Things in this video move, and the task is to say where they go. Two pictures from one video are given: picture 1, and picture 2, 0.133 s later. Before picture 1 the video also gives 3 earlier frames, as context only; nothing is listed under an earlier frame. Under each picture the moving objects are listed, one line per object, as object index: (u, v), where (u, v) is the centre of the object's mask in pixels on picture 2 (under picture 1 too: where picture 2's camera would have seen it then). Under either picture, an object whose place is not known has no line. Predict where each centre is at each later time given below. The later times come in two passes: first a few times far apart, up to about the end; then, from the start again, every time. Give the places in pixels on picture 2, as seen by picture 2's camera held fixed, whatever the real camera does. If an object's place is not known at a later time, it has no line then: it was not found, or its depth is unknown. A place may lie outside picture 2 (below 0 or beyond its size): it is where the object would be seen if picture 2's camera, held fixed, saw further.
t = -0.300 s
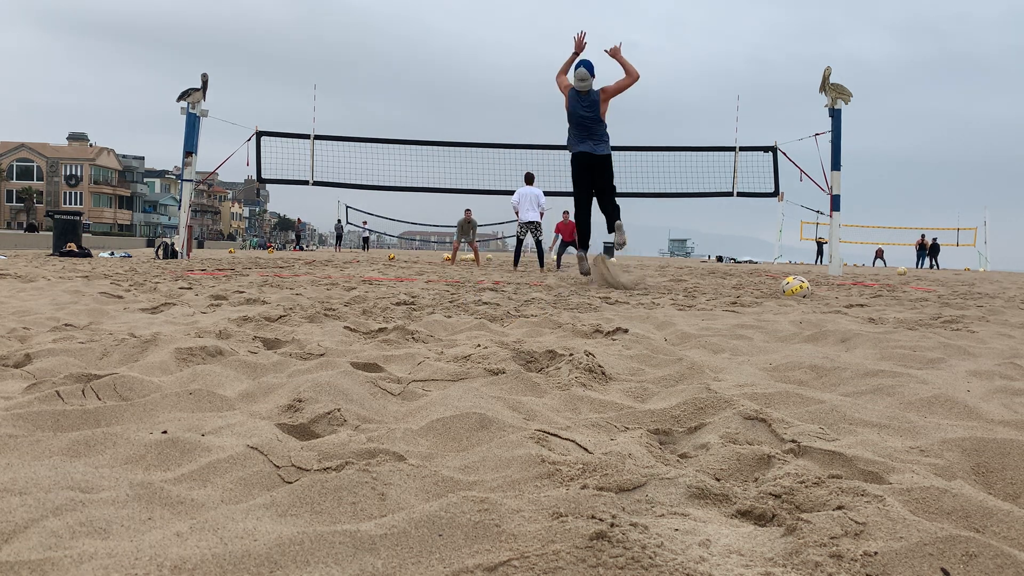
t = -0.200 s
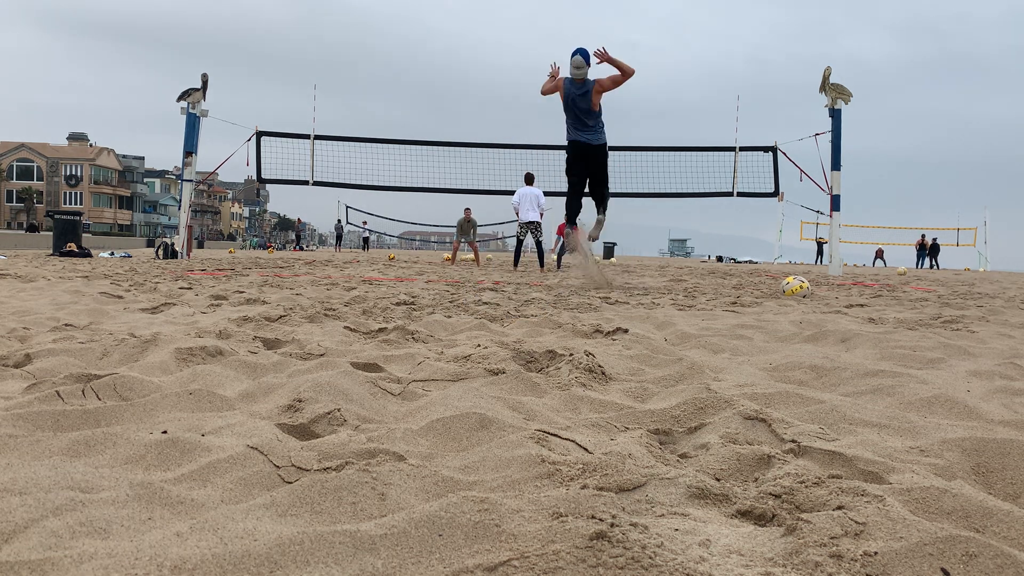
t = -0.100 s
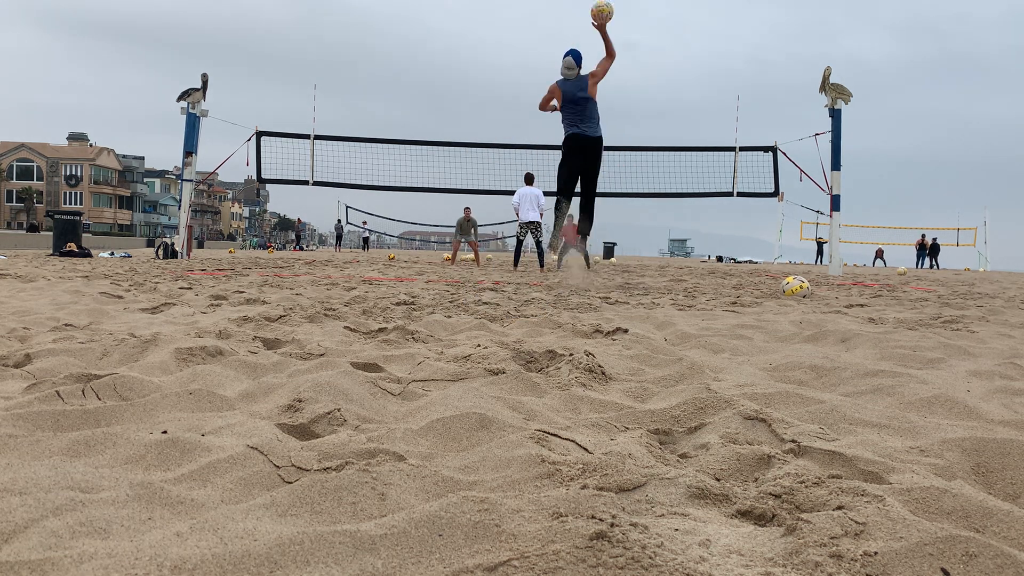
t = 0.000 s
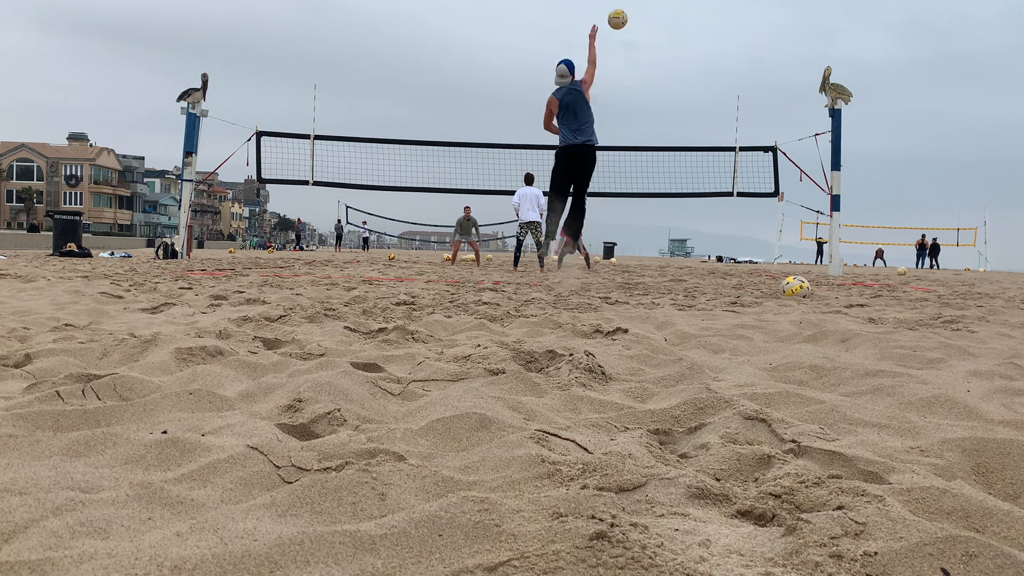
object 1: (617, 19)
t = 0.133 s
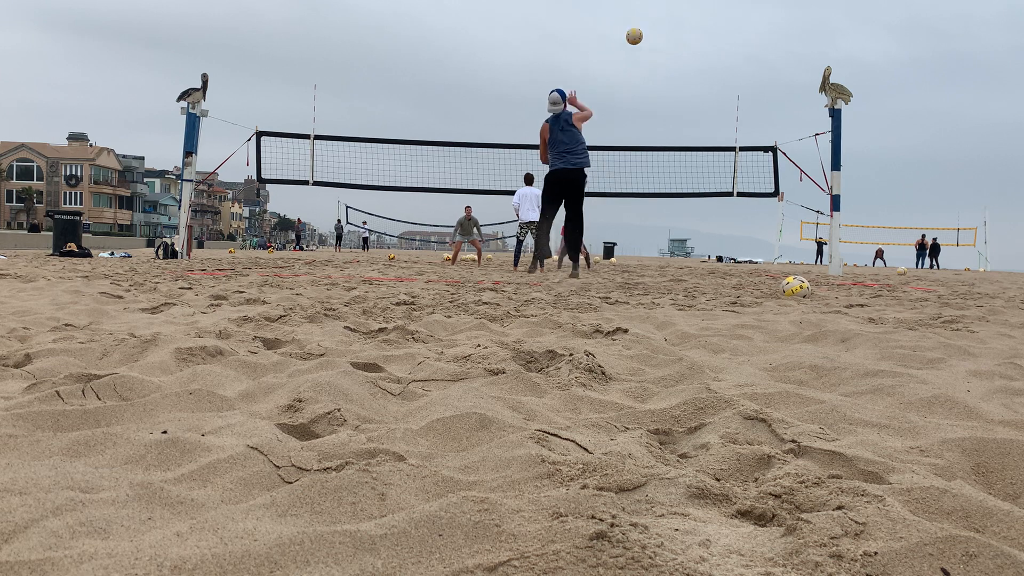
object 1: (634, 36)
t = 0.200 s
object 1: (641, 49)
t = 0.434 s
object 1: (658, 109)
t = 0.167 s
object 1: (638, 42)
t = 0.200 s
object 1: (641, 49)
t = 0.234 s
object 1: (644, 57)
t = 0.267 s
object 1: (647, 64)
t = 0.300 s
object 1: (649, 73)
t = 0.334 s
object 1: (652, 81)
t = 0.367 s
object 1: (654, 90)
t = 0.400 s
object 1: (656, 99)
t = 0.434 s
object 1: (658, 109)
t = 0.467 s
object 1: (660, 118)
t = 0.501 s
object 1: (661, 128)
